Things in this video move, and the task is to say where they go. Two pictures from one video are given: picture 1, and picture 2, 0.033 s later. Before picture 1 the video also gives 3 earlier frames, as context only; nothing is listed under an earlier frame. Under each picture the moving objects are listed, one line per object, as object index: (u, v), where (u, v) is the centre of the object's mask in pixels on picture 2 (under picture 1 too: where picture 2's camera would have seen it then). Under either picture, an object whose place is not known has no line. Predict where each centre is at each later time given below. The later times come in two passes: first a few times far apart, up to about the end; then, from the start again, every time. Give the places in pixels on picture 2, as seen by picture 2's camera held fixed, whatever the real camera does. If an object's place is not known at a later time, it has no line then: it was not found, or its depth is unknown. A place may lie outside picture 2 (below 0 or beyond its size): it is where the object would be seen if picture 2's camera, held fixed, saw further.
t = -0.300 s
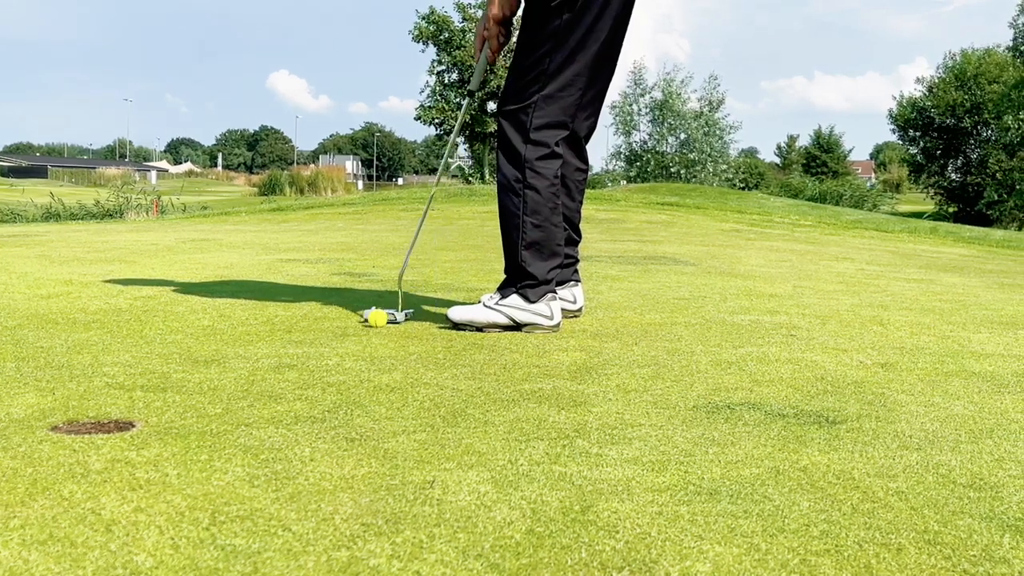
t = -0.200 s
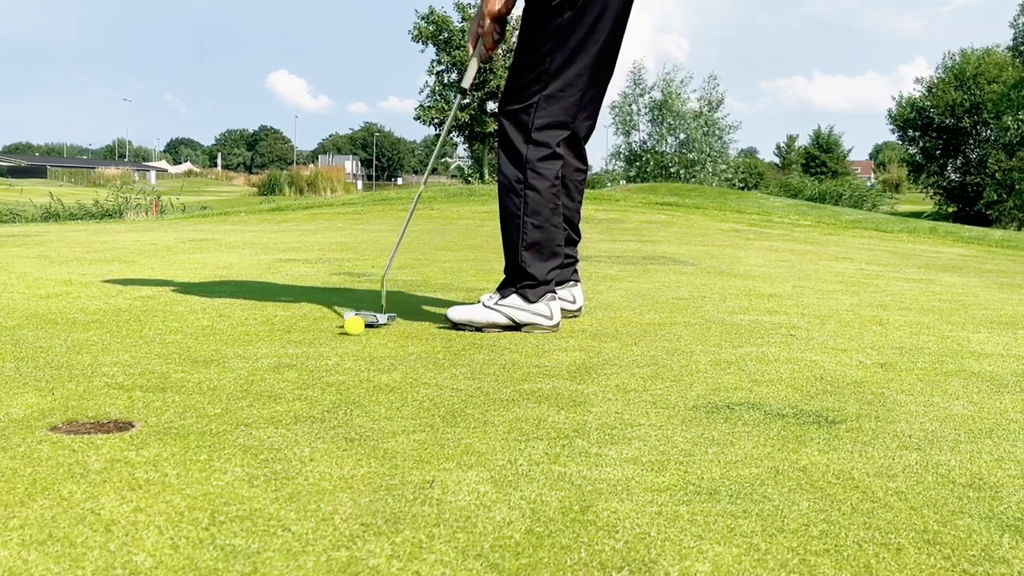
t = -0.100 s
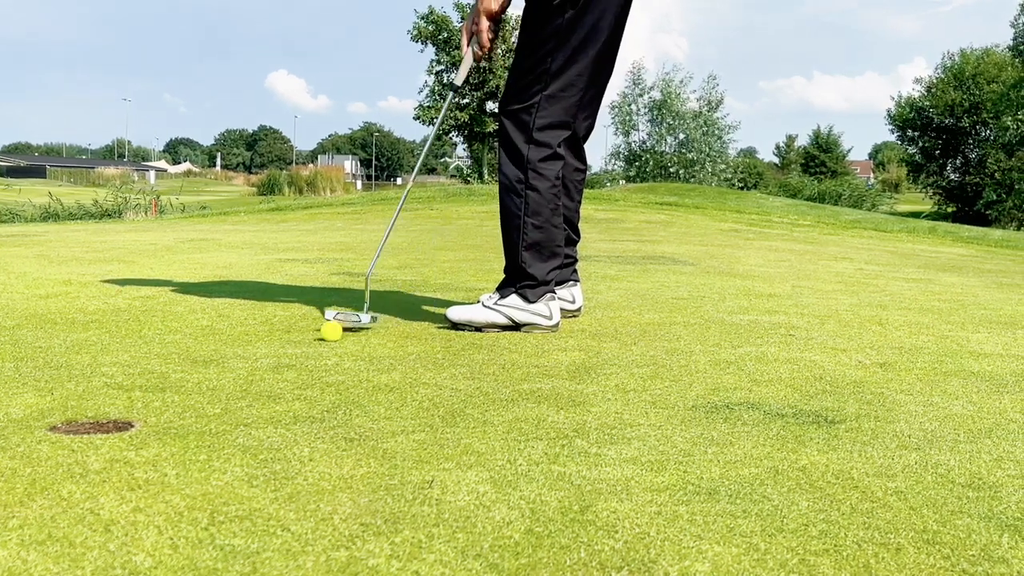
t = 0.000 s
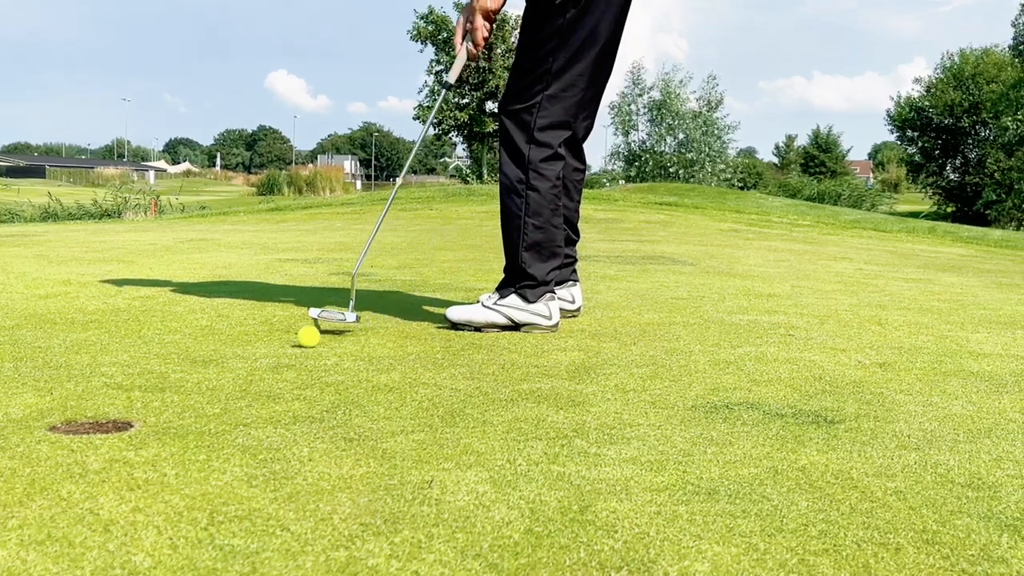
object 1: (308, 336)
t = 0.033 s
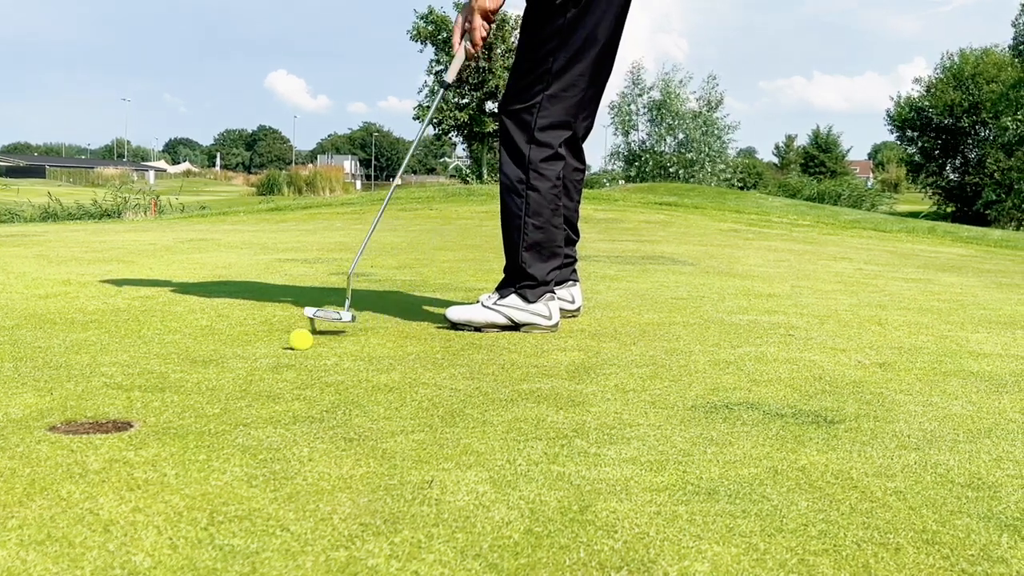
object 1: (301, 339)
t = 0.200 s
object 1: (261, 349)
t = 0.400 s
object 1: (213, 361)
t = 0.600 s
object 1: (163, 375)
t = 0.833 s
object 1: (113, 389)
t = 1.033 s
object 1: (84, 403)
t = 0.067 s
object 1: (293, 341)
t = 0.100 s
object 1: (285, 343)
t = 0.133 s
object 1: (277, 345)
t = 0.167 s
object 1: (269, 347)
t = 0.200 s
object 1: (261, 349)
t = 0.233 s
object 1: (253, 351)
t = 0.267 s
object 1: (245, 352)
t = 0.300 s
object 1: (237, 356)
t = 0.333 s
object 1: (229, 357)
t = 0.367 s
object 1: (221, 359)
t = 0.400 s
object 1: (213, 361)
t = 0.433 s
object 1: (204, 364)
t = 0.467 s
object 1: (196, 365)
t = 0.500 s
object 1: (187, 368)
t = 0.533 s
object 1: (179, 370)
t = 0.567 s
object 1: (171, 372)
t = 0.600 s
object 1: (163, 375)
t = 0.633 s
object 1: (155, 377)
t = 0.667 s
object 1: (147, 379)
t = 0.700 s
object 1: (140, 382)
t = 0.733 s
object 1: (133, 383)
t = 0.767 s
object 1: (126, 385)
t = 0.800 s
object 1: (119, 388)
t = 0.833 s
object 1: (113, 389)
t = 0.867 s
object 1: (107, 392)
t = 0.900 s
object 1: (101, 393)
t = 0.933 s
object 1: (97, 395)
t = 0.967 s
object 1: (92, 397)
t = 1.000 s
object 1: (87, 400)
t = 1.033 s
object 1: (84, 403)
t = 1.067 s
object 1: (80, 408)
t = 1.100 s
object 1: (78, 420)
